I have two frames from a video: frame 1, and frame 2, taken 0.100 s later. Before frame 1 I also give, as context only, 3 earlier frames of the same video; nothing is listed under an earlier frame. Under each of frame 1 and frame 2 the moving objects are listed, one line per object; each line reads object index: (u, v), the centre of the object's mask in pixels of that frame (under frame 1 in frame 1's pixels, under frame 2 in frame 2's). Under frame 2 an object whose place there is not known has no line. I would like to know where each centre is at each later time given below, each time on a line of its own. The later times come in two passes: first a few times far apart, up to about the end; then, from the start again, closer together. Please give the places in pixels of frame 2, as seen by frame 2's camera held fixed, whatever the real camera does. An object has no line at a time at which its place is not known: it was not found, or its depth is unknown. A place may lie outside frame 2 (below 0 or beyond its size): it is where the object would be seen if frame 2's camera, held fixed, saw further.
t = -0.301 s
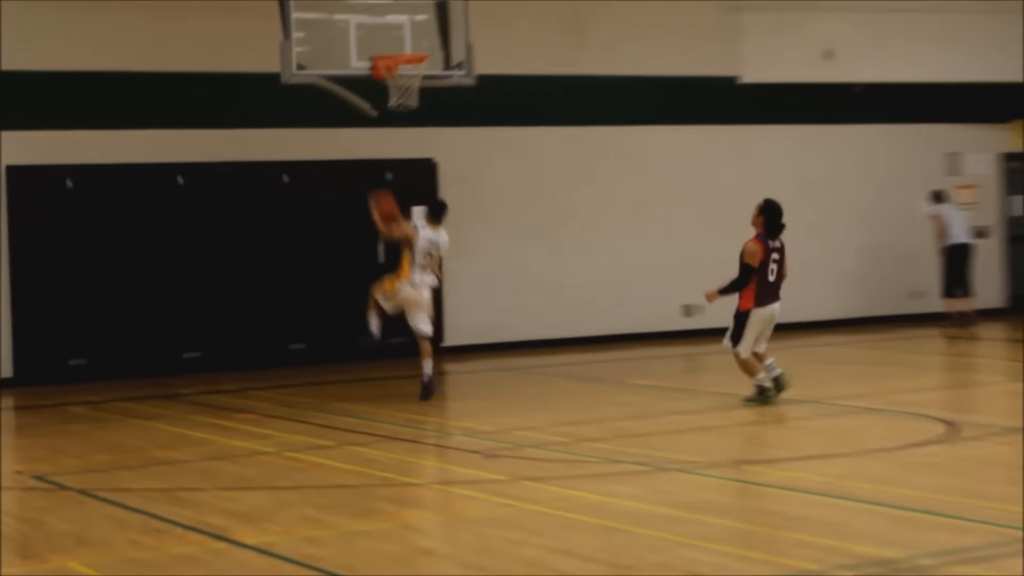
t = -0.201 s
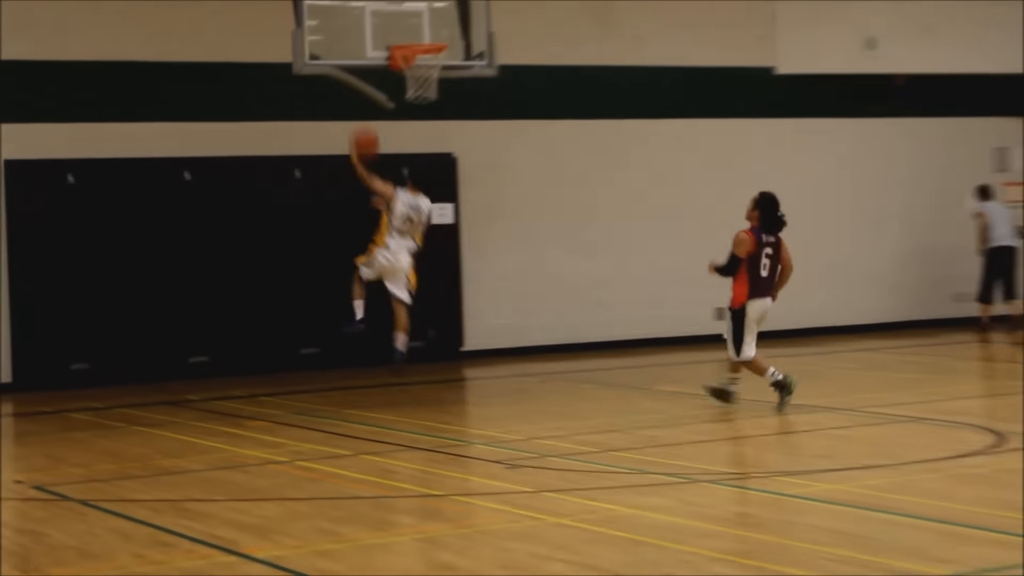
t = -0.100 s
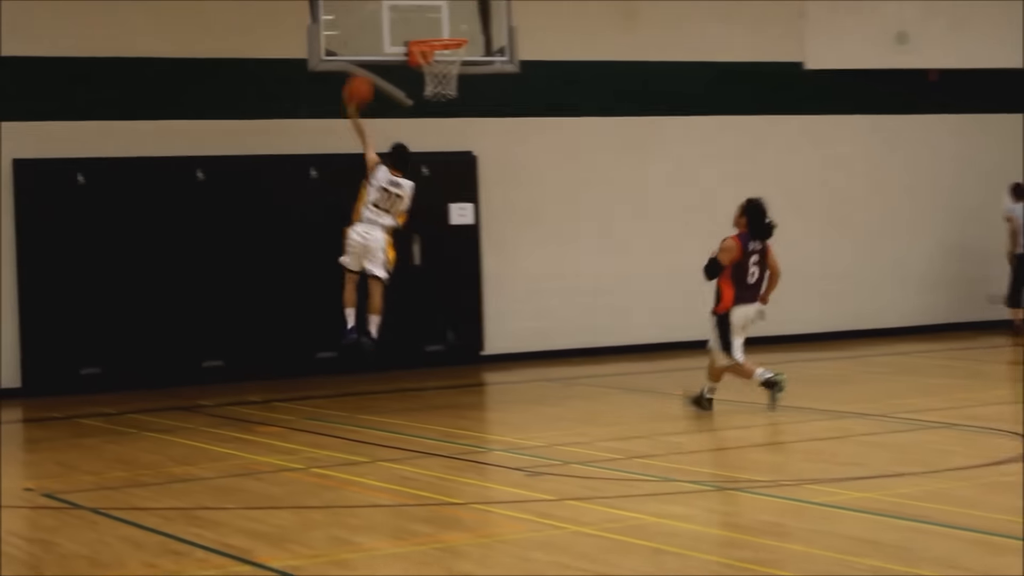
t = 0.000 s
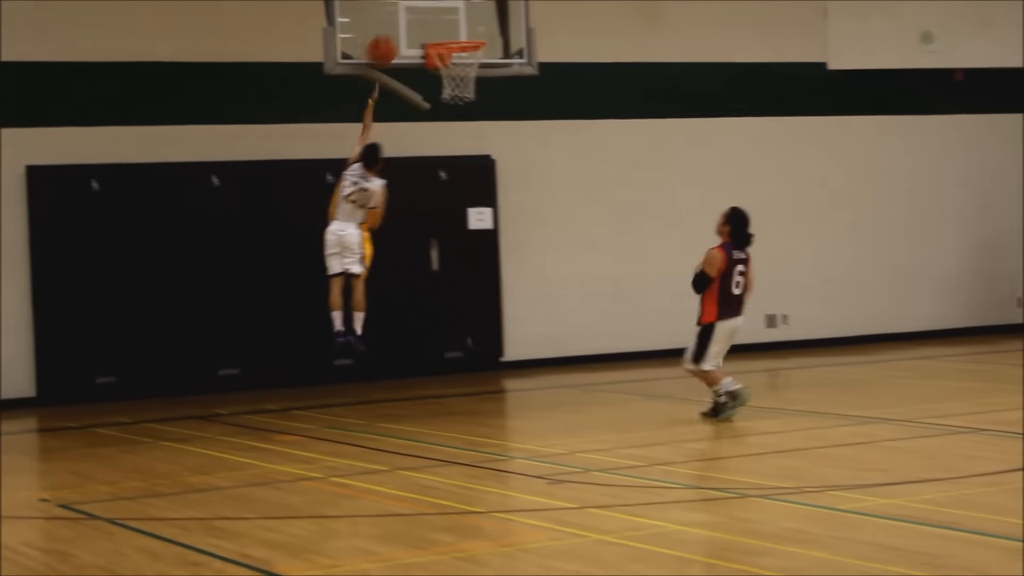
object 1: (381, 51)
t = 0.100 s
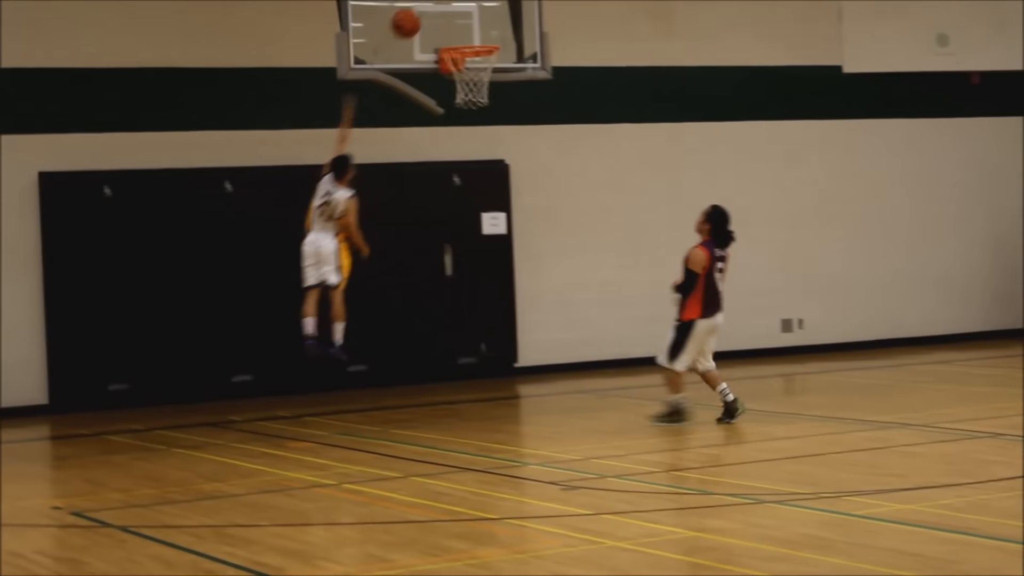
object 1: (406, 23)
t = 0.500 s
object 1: (473, 27)
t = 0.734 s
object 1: (467, 76)
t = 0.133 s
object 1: (410, 17)
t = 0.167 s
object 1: (415, 12)
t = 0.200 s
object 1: (419, 10)
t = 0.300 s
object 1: (437, 6)
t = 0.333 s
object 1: (443, 4)
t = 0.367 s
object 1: (449, 6)
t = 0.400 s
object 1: (456, 7)
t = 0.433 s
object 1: (461, 11)
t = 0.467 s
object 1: (467, 18)
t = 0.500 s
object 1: (473, 27)
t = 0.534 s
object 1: (476, 32)
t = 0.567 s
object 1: (473, 33)
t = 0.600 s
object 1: (471, 45)
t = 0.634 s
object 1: (467, 55)
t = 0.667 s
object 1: (470, 60)
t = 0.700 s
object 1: (461, 60)
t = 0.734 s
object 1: (467, 76)
